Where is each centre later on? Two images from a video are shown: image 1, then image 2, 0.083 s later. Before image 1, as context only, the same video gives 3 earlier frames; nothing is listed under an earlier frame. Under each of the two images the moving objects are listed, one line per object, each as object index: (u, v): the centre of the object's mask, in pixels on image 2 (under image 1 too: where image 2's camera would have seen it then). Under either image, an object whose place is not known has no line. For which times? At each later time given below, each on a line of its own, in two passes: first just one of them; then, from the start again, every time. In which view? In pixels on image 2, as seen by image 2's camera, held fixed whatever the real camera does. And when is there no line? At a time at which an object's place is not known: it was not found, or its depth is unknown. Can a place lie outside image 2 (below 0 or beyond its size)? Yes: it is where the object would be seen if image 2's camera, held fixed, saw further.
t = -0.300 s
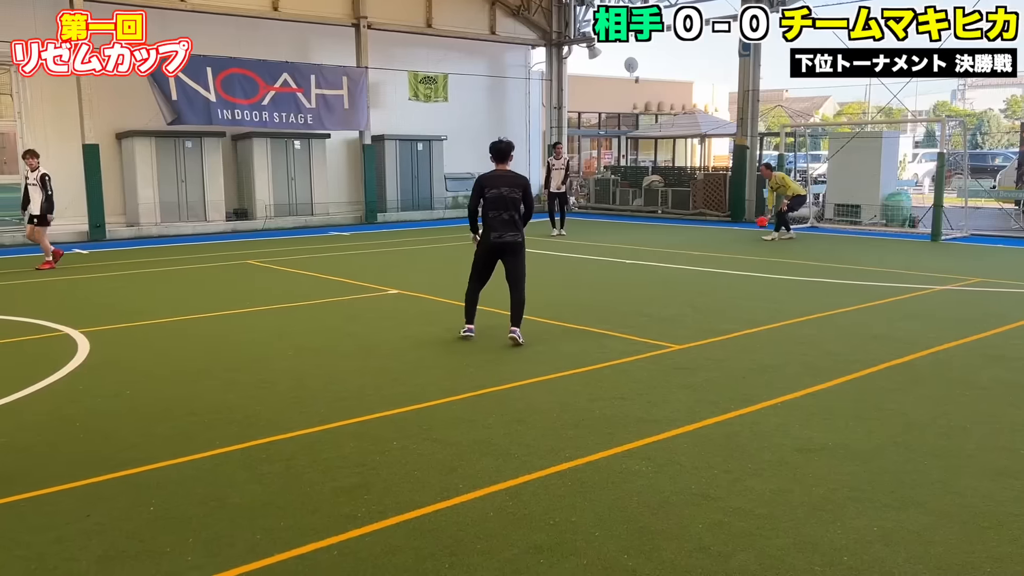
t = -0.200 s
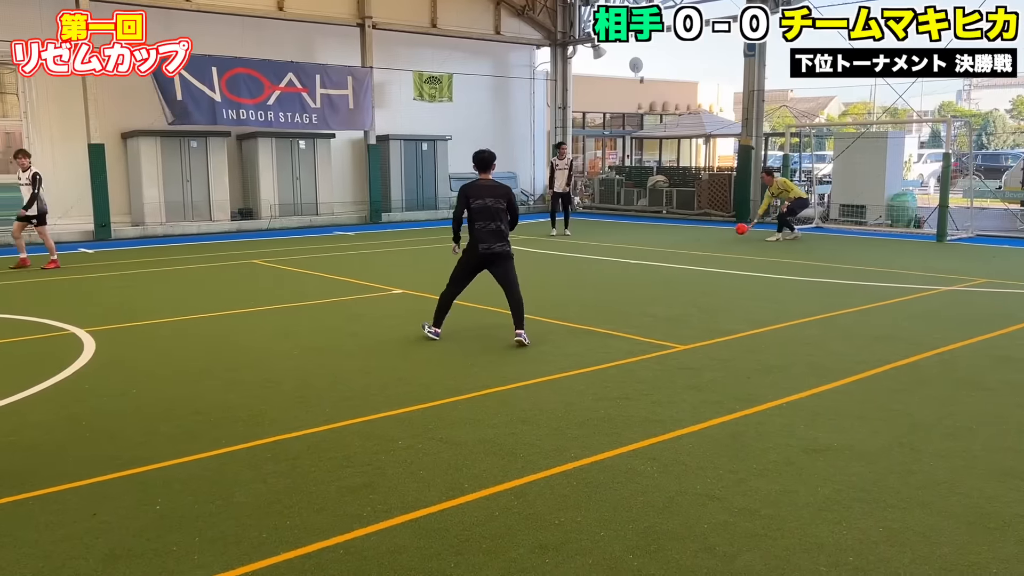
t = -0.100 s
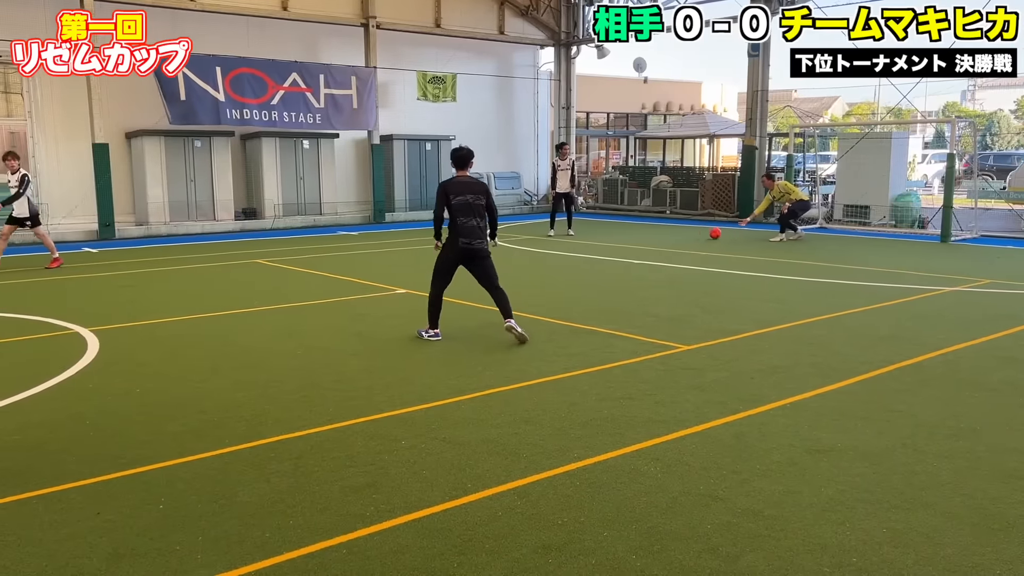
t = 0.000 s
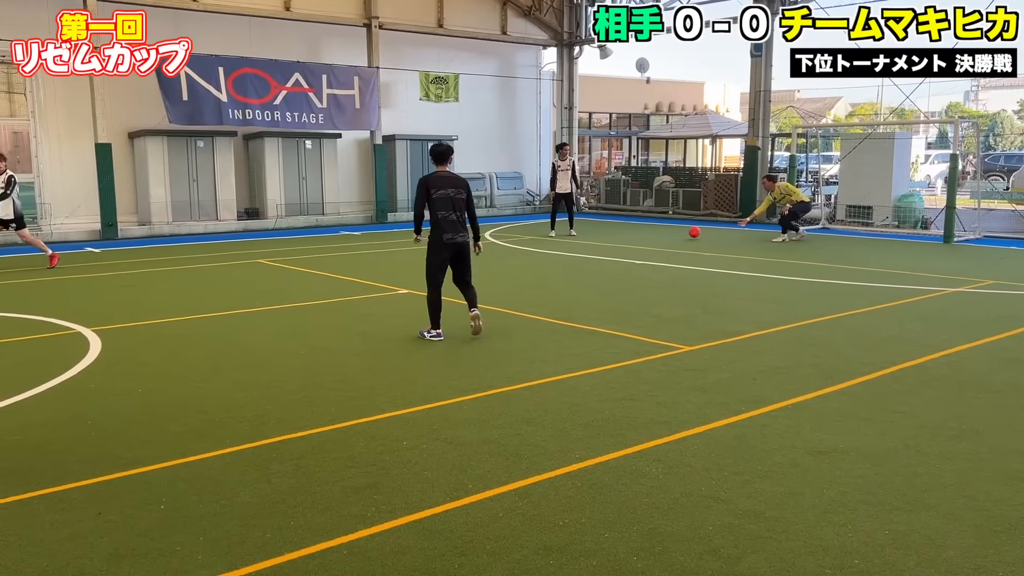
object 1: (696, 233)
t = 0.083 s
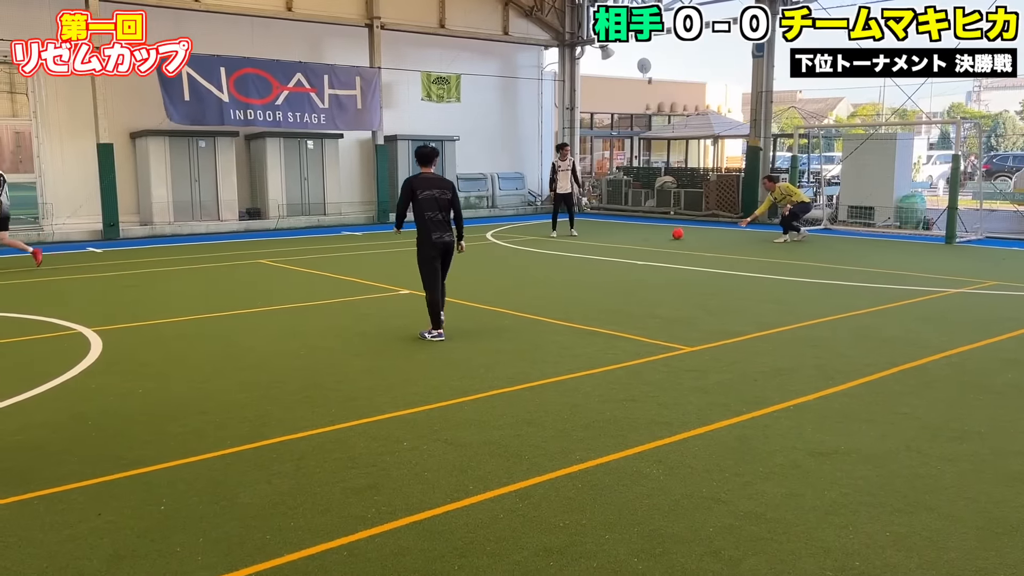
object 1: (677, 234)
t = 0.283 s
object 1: (636, 234)
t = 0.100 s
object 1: (674, 234)
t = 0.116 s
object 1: (671, 233)
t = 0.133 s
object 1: (667, 234)
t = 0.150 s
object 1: (663, 234)
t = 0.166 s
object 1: (660, 234)
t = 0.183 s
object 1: (656, 234)
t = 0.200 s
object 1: (654, 233)
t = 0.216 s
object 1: (650, 233)
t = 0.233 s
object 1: (646, 234)
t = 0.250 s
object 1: (643, 234)
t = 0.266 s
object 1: (640, 234)
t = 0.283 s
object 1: (636, 234)
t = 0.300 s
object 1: (633, 234)
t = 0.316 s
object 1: (630, 234)
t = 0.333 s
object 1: (627, 234)
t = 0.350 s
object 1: (623, 234)
